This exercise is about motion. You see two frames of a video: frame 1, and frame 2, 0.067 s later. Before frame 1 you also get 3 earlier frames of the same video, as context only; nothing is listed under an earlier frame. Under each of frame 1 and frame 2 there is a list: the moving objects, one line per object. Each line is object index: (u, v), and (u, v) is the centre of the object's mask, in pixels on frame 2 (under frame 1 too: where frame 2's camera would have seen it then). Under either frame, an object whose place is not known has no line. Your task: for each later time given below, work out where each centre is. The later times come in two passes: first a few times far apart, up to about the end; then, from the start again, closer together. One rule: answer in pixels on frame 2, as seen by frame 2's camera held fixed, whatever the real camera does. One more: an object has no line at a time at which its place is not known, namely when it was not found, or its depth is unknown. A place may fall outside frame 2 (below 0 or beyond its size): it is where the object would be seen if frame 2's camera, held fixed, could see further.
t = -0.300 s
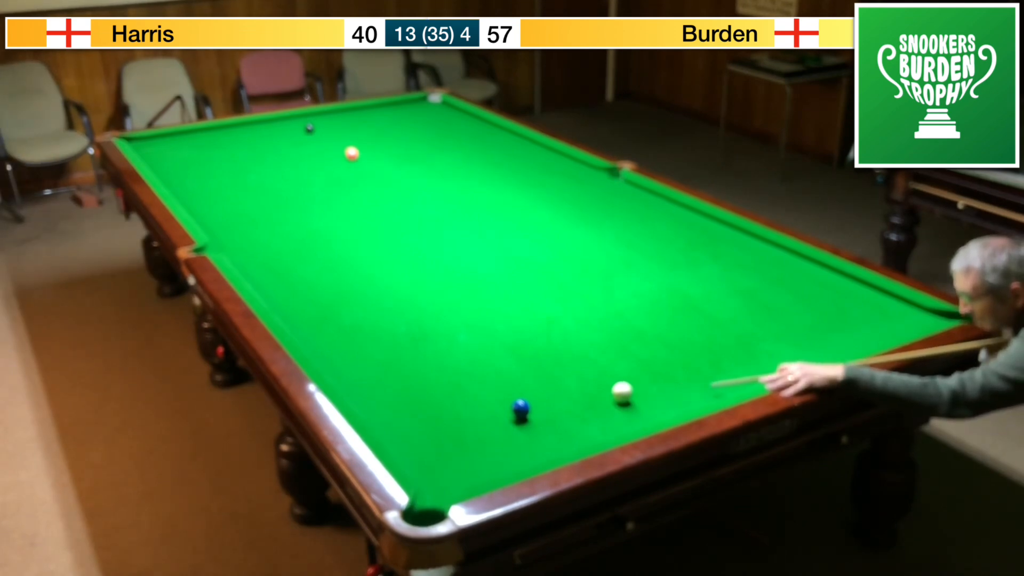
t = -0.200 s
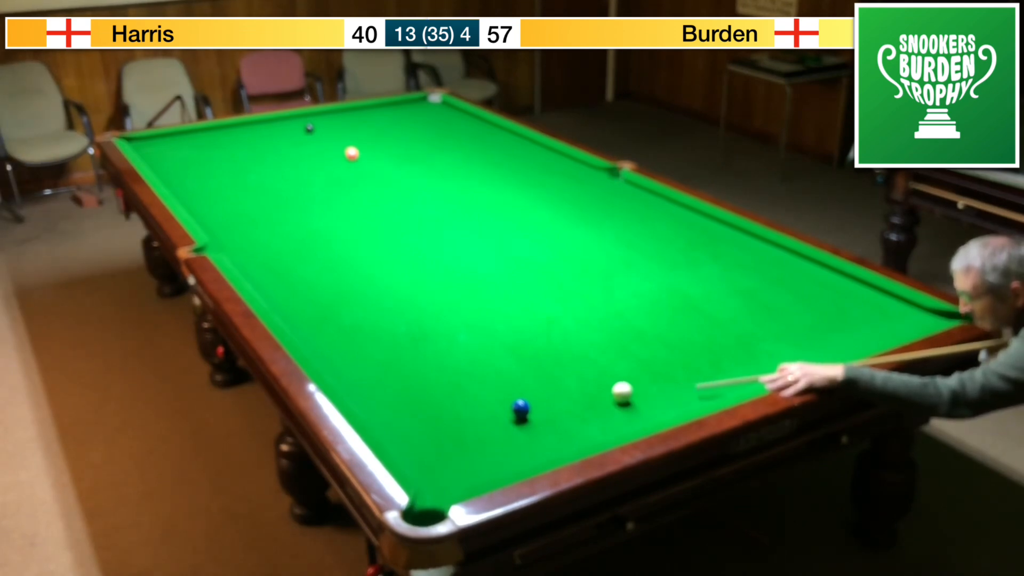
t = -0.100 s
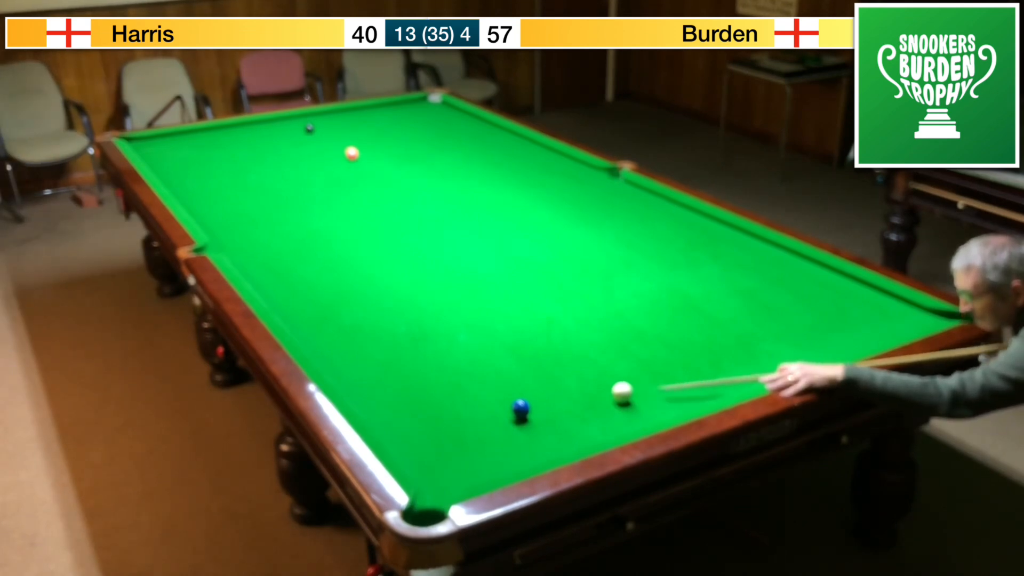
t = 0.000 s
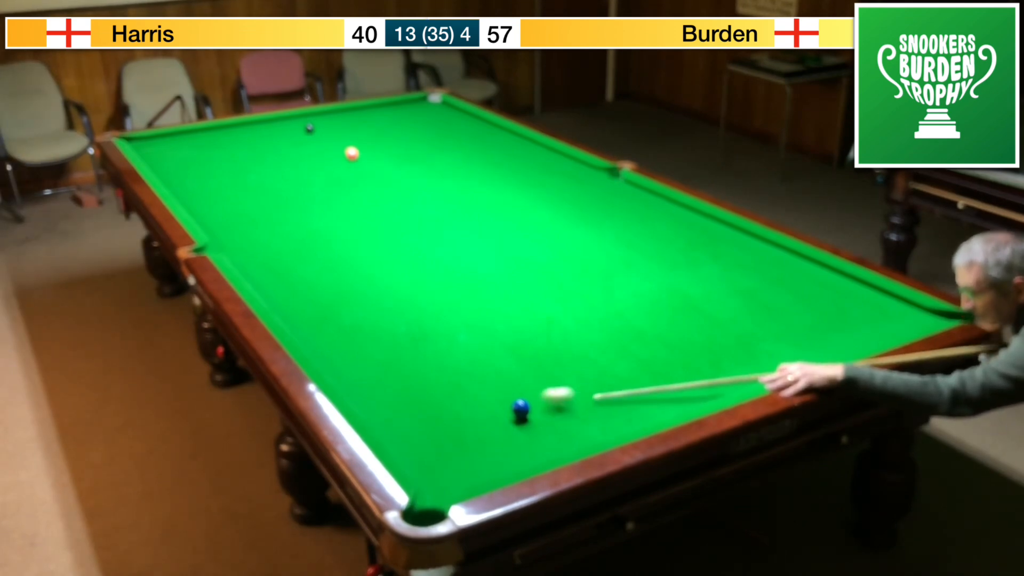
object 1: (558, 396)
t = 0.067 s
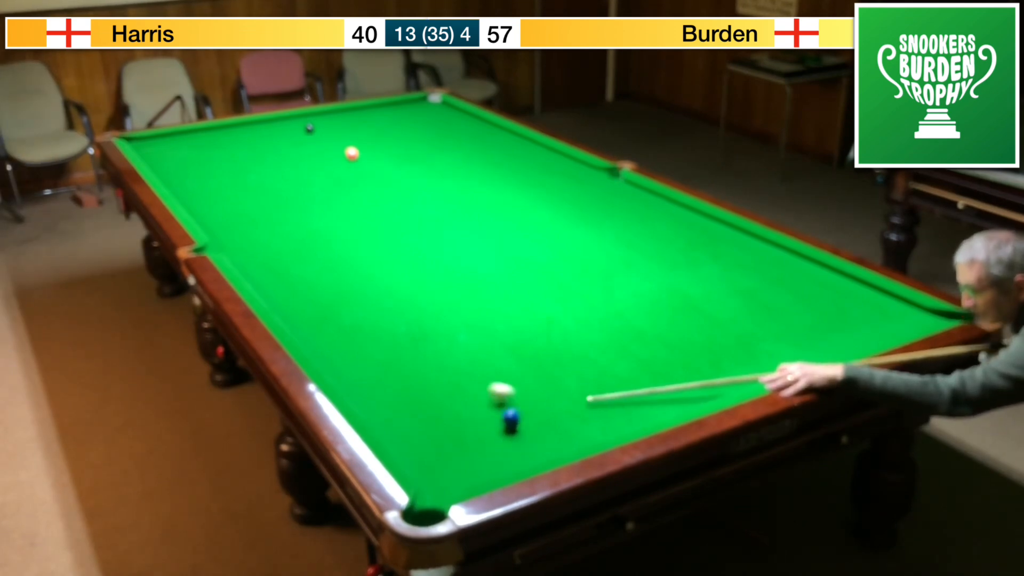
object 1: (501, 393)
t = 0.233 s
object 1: (401, 370)
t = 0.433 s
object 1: (315, 348)
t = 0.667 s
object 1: (320, 302)
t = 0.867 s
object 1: (320, 271)
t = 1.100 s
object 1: (321, 240)
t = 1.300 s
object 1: (321, 217)
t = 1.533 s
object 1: (322, 194)
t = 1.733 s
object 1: (322, 177)
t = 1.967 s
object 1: (322, 159)
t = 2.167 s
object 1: (323, 145)
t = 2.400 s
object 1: (323, 131)
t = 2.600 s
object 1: (323, 120)
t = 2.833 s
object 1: (327, 111)
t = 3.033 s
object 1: (352, 114)
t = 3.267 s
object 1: (379, 117)
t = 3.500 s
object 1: (406, 119)
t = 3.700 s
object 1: (428, 122)
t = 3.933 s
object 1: (454, 125)
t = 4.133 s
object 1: (476, 126)
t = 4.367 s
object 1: (500, 129)
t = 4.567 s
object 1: (507, 132)
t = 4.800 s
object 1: (508, 137)
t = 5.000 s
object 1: (509, 141)
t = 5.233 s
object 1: (510, 146)
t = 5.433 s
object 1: (510, 149)
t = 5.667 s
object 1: (511, 153)
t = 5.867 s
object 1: (511, 156)
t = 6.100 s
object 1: (512, 159)
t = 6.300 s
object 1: (512, 162)
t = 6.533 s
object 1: (512, 165)
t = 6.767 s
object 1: (511, 167)
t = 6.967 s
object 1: (511, 168)
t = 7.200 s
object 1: (511, 170)
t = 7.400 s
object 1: (511, 171)
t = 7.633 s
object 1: (510, 172)
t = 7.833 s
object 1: (510, 172)
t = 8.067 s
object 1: (510, 172)
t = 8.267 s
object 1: (510, 172)
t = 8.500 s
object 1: (510, 172)
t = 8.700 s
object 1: (510, 172)
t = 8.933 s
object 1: (510, 172)
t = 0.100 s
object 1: (479, 388)
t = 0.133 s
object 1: (457, 383)
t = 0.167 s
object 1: (437, 379)
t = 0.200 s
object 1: (418, 374)
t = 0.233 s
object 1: (401, 370)
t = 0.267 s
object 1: (384, 366)
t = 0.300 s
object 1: (368, 363)
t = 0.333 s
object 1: (353, 359)
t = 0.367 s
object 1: (338, 356)
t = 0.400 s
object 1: (324, 352)
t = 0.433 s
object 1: (315, 348)
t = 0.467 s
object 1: (317, 341)
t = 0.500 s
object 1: (318, 334)
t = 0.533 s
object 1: (319, 327)
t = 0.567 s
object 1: (319, 320)
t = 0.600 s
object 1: (319, 314)
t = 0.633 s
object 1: (320, 309)
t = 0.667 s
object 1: (320, 302)
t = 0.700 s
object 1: (320, 297)
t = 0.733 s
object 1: (320, 291)
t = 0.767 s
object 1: (320, 286)
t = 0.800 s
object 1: (320, 281)
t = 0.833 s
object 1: (320, 276)
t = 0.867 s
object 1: (320, 271)
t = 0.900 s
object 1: (320, 266)
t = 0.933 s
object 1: (320, 262)
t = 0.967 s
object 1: (321, 257)
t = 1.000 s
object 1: (321, 253)
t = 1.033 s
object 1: (321, 248)
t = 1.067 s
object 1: (321, 244)
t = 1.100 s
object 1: (321, 240)
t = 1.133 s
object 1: (321, 236)
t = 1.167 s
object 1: (321, 232)
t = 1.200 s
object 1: (321, 228)
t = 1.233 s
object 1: (321, 224)
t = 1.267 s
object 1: (321, 221)
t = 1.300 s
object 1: (321, 217)
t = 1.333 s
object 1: (321, 213)
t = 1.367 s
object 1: (321, 210)
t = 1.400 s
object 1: (322, 207)
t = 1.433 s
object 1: (322, 203)
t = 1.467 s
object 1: (322, 200)
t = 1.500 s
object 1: (322, 197)
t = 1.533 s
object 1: (322, 194)
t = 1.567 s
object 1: (322, 191)
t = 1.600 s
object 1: (322, 188)
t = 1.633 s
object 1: (322, 185)
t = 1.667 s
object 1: (322, 182)
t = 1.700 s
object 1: (322, 179)
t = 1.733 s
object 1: (322, 177)
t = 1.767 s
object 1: (322, 174)
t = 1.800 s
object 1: (322, 171)
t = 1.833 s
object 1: (322, 169)
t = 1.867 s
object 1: (322, 166)
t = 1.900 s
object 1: (322, 164)
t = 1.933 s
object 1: (322, 161)
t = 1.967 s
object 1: (322, 159)
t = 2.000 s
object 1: (322, 156)
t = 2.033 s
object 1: (323, 154)
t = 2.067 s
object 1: (322, 152)
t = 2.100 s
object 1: (323, 149)
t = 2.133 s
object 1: (323, 147)
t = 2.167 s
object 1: (323, 145)
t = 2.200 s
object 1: (323, 143)
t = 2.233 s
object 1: (323, 141)
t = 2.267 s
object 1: (323, 139)
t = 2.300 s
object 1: (323, 137)
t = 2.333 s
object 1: (323, 135)
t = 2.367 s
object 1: (323, 133)
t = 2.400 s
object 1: (323, 131)
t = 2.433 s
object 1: (323, 129)
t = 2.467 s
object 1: (323, 127)
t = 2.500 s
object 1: (323, 126)
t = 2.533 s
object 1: (323, 124)
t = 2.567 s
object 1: (323, 122)
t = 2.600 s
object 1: (323, 120)
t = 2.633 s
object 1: (323, 119)
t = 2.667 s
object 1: (323, 117)
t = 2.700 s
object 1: (323, 116)
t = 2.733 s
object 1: (323, 114)
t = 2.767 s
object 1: (323, 113)
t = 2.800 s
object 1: (323, 111)
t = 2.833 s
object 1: (327, 111)
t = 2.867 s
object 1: (332, 112)
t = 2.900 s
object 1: (336, 112)
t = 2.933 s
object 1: (340, 113)
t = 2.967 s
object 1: (344, 114)
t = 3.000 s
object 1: (348, 114)
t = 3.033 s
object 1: (352, 114)
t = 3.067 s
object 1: (356, 115)
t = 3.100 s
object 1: (360, 115)
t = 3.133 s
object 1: (364, 115)
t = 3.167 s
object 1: (368, 116)
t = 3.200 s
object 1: (372, 116)
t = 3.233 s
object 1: (375, 117)
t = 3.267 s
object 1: (379, 117)
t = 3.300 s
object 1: (383, 117)
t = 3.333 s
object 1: (387, 118)
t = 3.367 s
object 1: (391, 118)
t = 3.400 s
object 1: (394, 118)
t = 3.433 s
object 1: (398, 119)
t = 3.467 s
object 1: (402, 119)
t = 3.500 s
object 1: (406, 119)
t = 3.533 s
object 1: (410, 120)
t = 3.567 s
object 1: (413, 120)
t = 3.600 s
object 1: (417, 121)
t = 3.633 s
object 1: (421, 121)
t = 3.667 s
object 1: (425, 122)
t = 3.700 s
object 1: (428, 122)
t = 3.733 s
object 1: (432, 122)
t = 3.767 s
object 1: (436, 123)
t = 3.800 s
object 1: (439, 123)
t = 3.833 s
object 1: (443, 123)
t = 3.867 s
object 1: (447, 124)
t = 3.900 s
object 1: (451, 124)
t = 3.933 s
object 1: (454, 125)
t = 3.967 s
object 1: (458, 125)
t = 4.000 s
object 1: (462, 125)
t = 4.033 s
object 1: (465, 126)
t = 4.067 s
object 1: (469, 126)
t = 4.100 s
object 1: (472, 126)
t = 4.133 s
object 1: (476, 126)
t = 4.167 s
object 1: (479, 127)
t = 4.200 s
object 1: (483, 127)
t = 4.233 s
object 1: (486, 127)
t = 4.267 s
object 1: (490, 128)
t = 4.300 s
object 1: (493, 128)
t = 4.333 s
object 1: (497, 129)
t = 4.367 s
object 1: (500, 129)
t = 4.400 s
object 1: (504, 129)
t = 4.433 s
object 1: (507, 130)
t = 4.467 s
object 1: (507, 130)
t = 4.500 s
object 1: (507, 131)
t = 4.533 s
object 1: (507, 132)
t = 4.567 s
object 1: (507, 132)
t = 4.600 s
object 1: (508, 133)
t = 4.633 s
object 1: (508, 134)
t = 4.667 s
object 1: (508, 135)
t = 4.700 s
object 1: (508, 135)
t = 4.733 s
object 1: (508, 136)
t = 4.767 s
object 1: (508, 137)
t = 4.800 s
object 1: (508, 137)
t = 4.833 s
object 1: (508, 138)
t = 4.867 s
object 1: (509, 139)
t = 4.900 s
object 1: (509, 139)
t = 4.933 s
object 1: (509, 140)
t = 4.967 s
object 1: (509, 141)
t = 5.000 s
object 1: (509, 141)
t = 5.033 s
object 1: (509, 142)
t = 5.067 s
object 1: (509, 142)
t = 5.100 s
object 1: (509, 143)
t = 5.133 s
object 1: (509, 144)
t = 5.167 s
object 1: (509, 145)
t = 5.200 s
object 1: (510, 145)
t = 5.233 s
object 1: (510, 146)
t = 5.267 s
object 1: (510, 146)
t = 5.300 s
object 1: (510, 147)
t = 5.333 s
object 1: (510, 147)
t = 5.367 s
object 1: (510, 148)
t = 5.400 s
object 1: (510, 149)
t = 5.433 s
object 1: (510, 149)
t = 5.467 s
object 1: (510, 150)
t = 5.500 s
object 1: (510, 150)
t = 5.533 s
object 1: (510, 151)
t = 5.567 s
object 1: (511, 151)
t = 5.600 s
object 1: (511, 152)
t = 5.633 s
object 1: (511, 153)
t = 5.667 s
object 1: (511, 153)
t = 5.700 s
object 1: (511, 154)
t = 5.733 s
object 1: (511, 154)
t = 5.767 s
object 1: (511, 155)
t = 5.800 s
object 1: (511, 155)
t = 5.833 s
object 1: (511, 156)
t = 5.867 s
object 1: (511, 156)
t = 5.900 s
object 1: (511, 157)
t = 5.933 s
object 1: (511, 157)
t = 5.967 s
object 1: (511, 158)
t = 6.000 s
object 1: (511, 158)
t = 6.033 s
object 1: (511, 159)
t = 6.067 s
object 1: (511, 159)
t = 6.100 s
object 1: (512, 159)
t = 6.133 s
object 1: (512, 160)
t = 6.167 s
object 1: (512, 160)
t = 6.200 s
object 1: (512, 161)
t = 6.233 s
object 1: (512, 161)
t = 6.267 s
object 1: (512, 161)
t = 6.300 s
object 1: (512, 162)
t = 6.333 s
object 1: (512, 162)
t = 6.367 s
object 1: (512, 163)
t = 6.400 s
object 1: (512, 163)
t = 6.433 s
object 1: (512, 164)
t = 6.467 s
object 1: (512, 164)
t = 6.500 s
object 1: (512, 164)
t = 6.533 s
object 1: (512, 165)
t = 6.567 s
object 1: (512, 165)
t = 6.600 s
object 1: (512, 165)
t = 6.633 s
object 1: (512, 165)
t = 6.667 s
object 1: (512, 166)
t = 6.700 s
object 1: (512, 166)
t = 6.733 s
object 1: (512, 166)
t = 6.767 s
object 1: (511, 167)
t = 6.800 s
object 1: (511, 167)
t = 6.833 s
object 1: (511, 167)
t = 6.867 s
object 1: (511, 168)
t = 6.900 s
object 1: (511, 168)
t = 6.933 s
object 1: (511, 168)
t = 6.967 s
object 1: (511, 168)
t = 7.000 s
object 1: (511, 169)
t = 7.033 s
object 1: (511, 169)
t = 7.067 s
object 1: (511, 169)
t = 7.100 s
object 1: (511, 169)
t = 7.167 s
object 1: (511, 170)
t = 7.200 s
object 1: (511, 170)
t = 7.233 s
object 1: (511, 170)
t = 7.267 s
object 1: (511, 170)
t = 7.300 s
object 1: (511, 170)
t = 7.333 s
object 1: (511, 171)
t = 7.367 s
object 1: (511, 171)
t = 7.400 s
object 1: (511, 171)
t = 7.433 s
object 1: (510, 171)
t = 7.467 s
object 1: (510, 171)
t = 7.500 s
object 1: (510, 171)
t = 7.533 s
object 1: (510, 171)
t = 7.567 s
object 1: (510, 171)
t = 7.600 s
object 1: (510, 171)
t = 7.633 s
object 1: (510, 172)
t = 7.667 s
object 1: (510, 172)
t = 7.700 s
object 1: (510, 172)
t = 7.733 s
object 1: (510, 172)
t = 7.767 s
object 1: (510, 172)
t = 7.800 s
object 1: (510, 172)
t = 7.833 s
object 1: (510, 172)
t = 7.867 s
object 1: (510, 172)
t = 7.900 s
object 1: (510, 172)
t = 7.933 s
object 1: (510, 172)
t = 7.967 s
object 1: (510, 172)
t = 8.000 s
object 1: (510, 172)
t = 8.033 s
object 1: (510, 172)
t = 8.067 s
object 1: (510, 172)
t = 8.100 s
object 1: (510, 172)
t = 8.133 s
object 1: (510, 172)
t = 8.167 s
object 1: (510, 172)
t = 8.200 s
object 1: (510, 172)
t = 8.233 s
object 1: (510, 172)
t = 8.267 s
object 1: (510, 172)
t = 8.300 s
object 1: (510, 172)
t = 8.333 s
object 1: (510, 172)
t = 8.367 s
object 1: (510, 172)
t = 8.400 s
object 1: (510, 172)
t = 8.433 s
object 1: (510, 172)
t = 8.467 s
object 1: (510, 172)
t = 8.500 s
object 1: (510, 172)
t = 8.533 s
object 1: (510, 172)
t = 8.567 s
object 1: (510, 172)
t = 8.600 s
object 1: (510, 172)
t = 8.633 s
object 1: (510, 172)
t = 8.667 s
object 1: (510, 172)
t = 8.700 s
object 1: (510, 172)
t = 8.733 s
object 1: (510, 172)
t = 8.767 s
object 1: (510, 172)
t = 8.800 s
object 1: (510, 172)
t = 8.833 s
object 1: (510, 172)
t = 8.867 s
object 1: (510, 172)
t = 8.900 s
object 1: (510, 172)
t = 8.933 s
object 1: (510, 172)
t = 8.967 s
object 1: (510, 172)
